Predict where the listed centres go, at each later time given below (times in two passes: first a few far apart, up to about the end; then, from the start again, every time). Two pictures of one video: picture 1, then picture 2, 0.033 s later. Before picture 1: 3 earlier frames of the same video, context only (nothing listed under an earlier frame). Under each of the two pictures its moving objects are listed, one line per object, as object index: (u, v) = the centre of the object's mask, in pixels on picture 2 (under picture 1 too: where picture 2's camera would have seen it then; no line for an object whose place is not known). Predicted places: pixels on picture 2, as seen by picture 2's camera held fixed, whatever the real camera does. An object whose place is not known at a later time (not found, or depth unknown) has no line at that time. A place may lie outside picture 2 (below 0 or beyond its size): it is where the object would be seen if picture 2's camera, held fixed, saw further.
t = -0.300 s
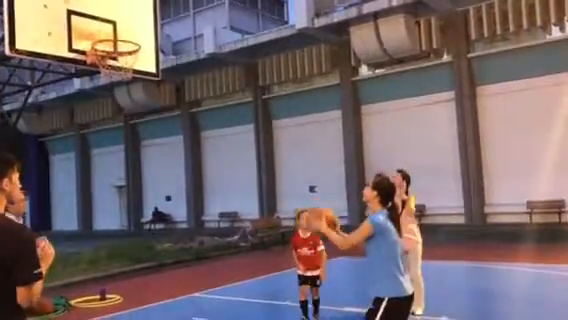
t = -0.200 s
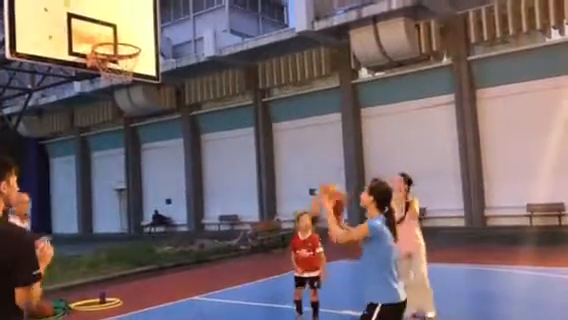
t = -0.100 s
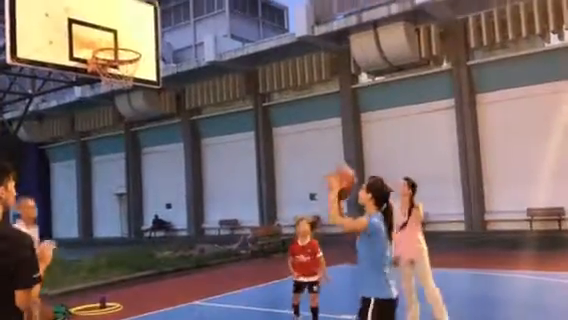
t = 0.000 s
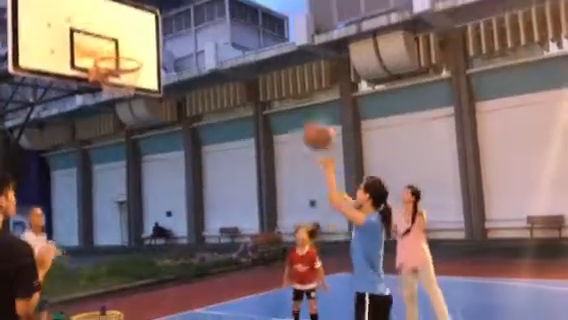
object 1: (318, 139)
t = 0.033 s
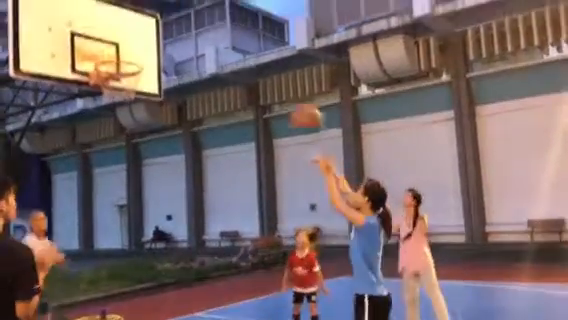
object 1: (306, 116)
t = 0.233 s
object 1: (244, 42)
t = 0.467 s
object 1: (185, 17)
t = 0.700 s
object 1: (136, 46)
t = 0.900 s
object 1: (125, 38)
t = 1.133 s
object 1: (116, 51)
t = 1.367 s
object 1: (110, 71)
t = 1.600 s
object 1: (121, 133)
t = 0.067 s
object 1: (295, 100)
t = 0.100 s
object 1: (284, 83)
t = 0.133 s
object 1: (274, 71)
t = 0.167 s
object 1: (262, 60)
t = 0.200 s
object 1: (252, 50)
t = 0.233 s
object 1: (244, 42)
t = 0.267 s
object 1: (235, 36)
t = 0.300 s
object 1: (227, 28)
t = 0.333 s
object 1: (216, 23)
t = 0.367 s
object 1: (210, 20)
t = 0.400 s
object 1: (202, 19)
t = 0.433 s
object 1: (193, 16)
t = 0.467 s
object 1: (185, 17)
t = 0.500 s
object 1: (177, 19)
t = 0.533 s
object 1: (171, 20)
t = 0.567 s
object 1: (164, 23)
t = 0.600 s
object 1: (156, 28)
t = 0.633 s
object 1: (149, 33)
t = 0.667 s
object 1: (143, 39)
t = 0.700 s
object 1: (136, 46)
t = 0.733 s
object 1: (131, 51)
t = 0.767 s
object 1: (130, 47)
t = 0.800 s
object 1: (129, 43)
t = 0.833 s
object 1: (127, 40)
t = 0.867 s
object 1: (126, 38)
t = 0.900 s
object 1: (125, 38)
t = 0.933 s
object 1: (124, 38)
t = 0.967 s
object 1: (123, 39)
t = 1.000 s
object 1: (122, 41)
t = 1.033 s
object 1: (121, 44)
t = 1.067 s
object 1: (119, 49)
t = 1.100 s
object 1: (118, 51)
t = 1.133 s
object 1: (116, 51)
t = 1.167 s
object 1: (115, 52)
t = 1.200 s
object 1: (113, 53)
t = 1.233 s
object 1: (111, 56)
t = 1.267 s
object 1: (110, 60)
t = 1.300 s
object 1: (108, 67)
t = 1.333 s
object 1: (109, 68)
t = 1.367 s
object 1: (110, 71)
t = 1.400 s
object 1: (110, 80)
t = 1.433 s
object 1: (111, 84)
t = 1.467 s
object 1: (111, 95)
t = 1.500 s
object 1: (114, 99)
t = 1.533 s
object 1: (117, 111)
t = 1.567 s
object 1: (119, 120)
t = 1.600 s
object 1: (121, 133)
